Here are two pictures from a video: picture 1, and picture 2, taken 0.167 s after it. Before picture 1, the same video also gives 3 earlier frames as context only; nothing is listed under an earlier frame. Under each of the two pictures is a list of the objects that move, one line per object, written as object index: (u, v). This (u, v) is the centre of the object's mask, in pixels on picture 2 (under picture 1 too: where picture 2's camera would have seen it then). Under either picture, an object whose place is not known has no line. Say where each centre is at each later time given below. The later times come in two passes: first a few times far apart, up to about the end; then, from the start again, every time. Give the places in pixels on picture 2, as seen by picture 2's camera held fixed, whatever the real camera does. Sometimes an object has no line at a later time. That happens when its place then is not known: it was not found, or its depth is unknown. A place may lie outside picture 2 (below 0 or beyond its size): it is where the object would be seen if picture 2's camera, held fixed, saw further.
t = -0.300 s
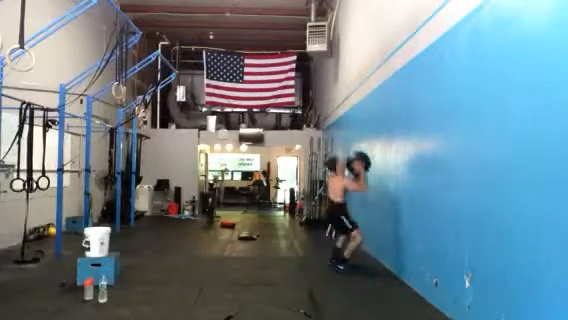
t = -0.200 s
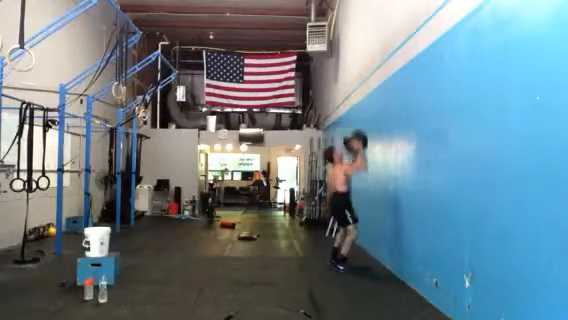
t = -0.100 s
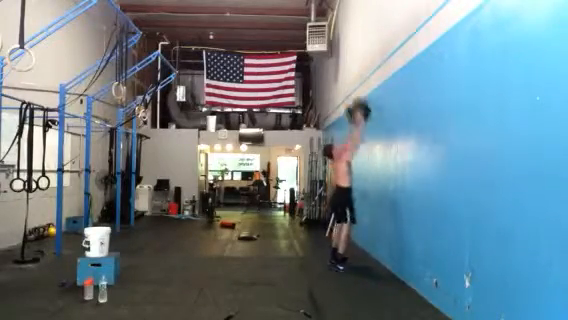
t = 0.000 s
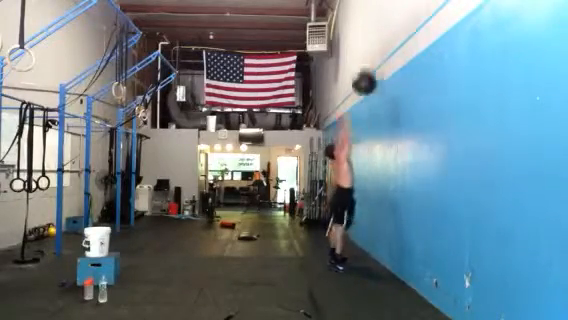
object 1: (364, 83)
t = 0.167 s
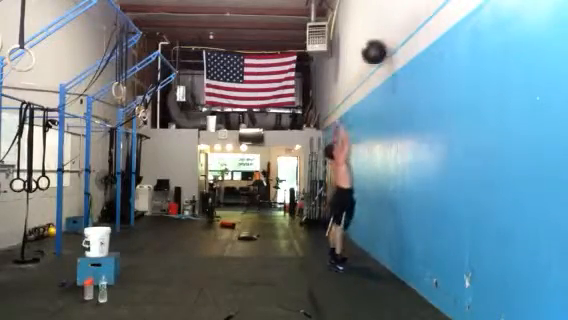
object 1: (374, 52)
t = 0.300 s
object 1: (378, 43)
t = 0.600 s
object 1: (367, 64)
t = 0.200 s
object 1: (376, 48)
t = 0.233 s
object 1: (378, 45)
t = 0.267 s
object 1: (378, 44)
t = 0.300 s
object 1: (378, 43)
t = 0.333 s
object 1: (376, 42)
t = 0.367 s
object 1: (375, 42)
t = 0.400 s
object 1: (374, 43)
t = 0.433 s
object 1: (372, 45)
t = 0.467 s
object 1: (371, 47)
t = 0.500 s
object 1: (370, 50)
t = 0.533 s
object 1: (369, 54)
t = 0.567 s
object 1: (368, 59)
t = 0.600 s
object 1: (367, 64)
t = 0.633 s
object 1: (365, 70)
